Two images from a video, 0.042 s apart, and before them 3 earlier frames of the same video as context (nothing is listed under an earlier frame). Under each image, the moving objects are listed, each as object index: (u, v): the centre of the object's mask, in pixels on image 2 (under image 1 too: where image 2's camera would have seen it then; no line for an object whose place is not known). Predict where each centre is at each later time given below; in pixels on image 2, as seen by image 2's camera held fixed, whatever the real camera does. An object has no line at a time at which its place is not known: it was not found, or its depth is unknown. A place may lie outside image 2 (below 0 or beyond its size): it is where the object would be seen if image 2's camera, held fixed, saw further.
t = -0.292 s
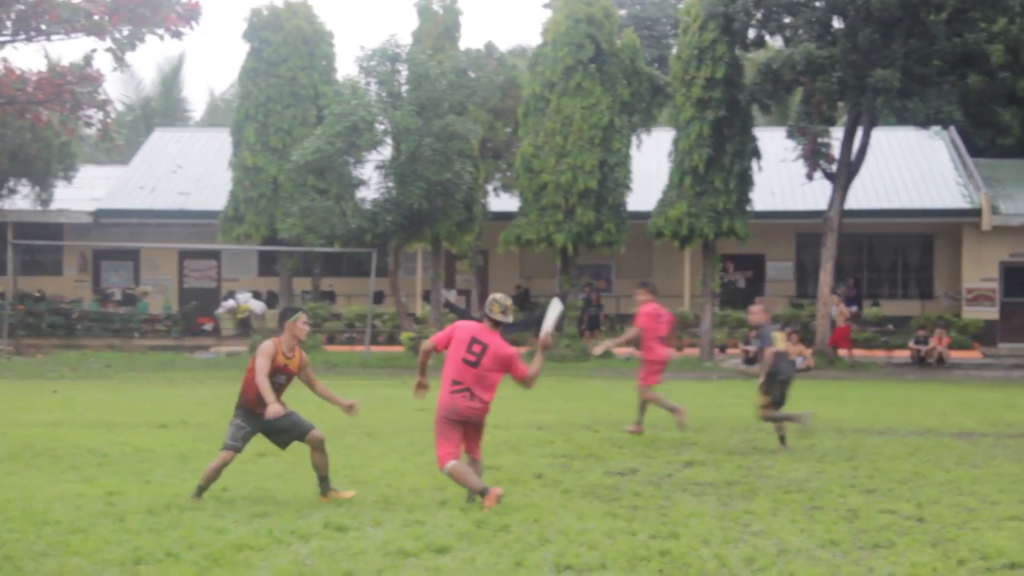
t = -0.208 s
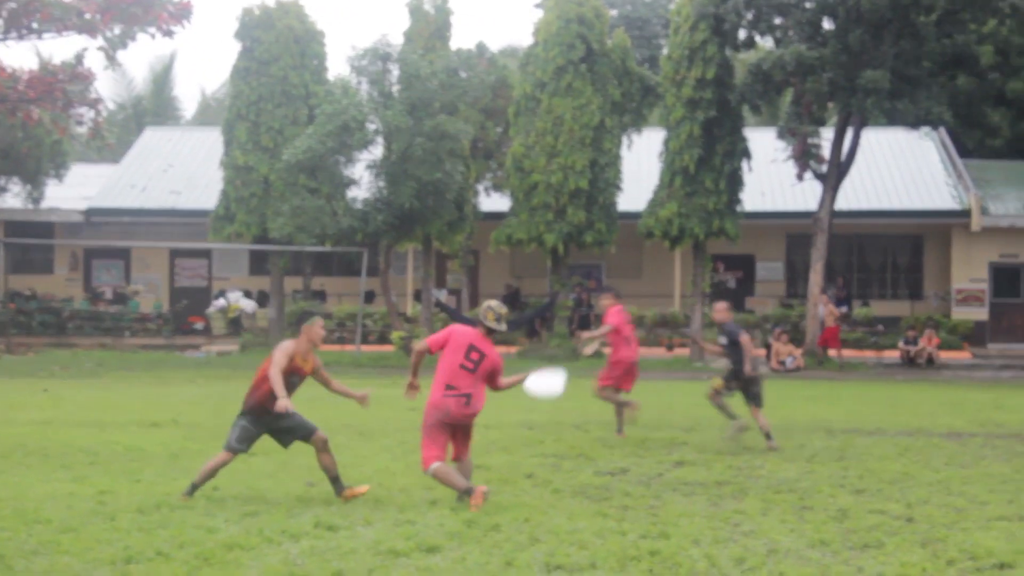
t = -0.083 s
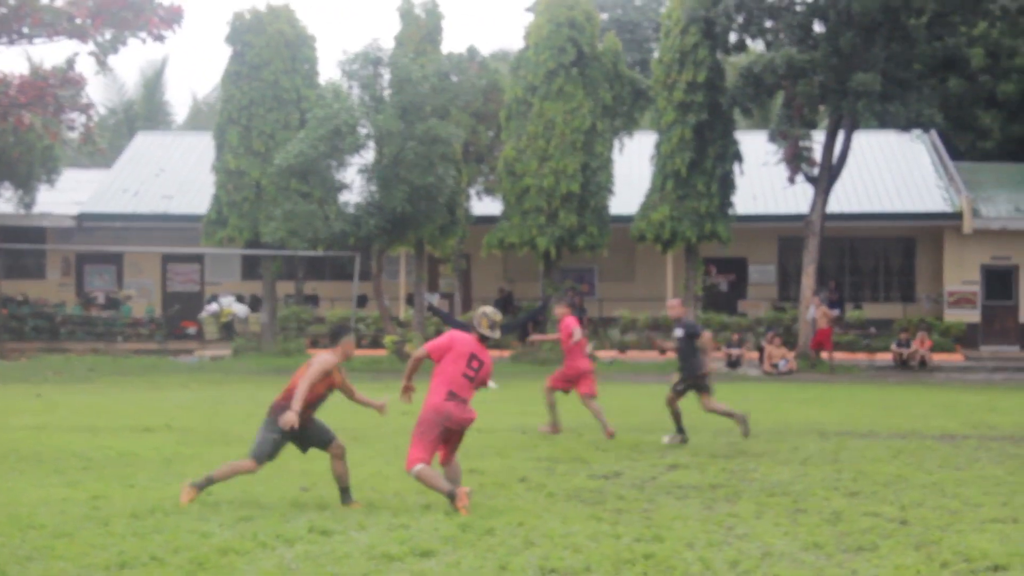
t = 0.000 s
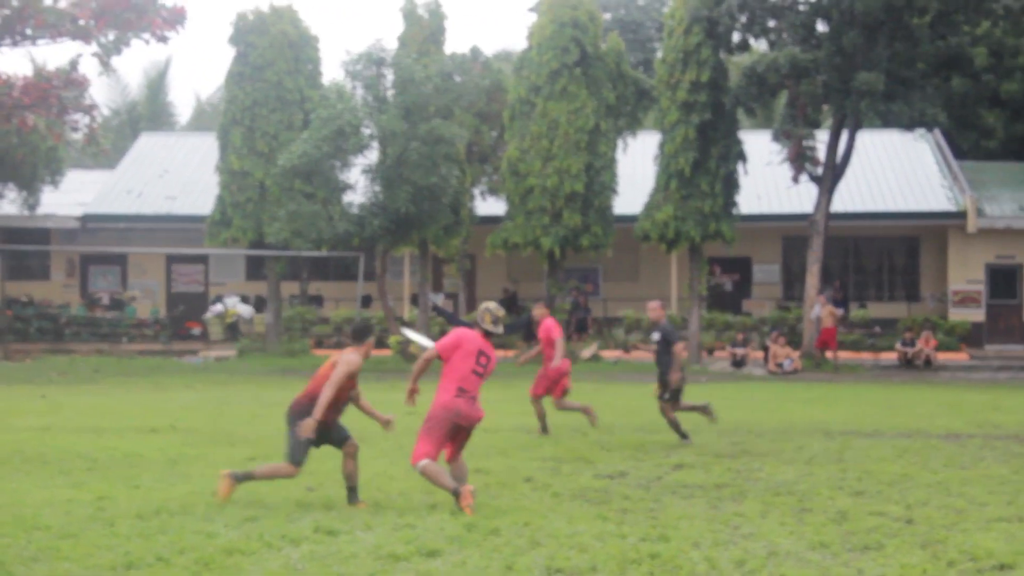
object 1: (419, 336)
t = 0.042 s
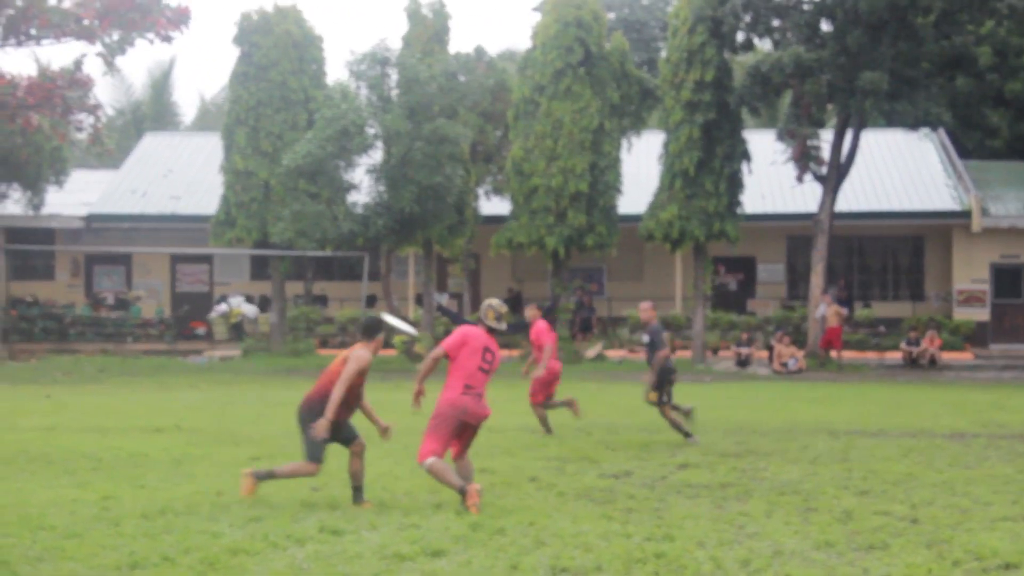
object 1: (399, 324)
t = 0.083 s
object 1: (378, 312)
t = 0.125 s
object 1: (359, 304)
